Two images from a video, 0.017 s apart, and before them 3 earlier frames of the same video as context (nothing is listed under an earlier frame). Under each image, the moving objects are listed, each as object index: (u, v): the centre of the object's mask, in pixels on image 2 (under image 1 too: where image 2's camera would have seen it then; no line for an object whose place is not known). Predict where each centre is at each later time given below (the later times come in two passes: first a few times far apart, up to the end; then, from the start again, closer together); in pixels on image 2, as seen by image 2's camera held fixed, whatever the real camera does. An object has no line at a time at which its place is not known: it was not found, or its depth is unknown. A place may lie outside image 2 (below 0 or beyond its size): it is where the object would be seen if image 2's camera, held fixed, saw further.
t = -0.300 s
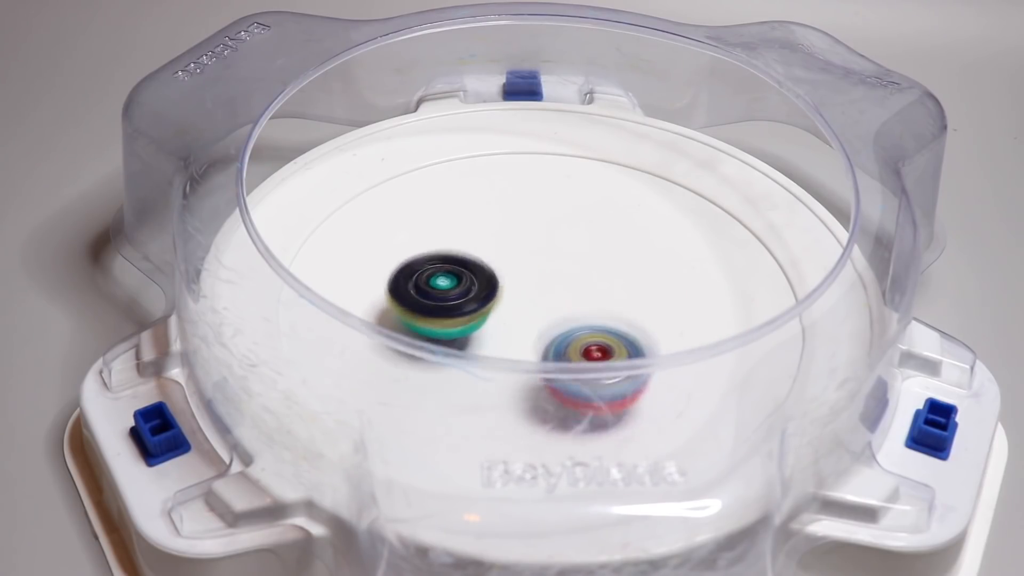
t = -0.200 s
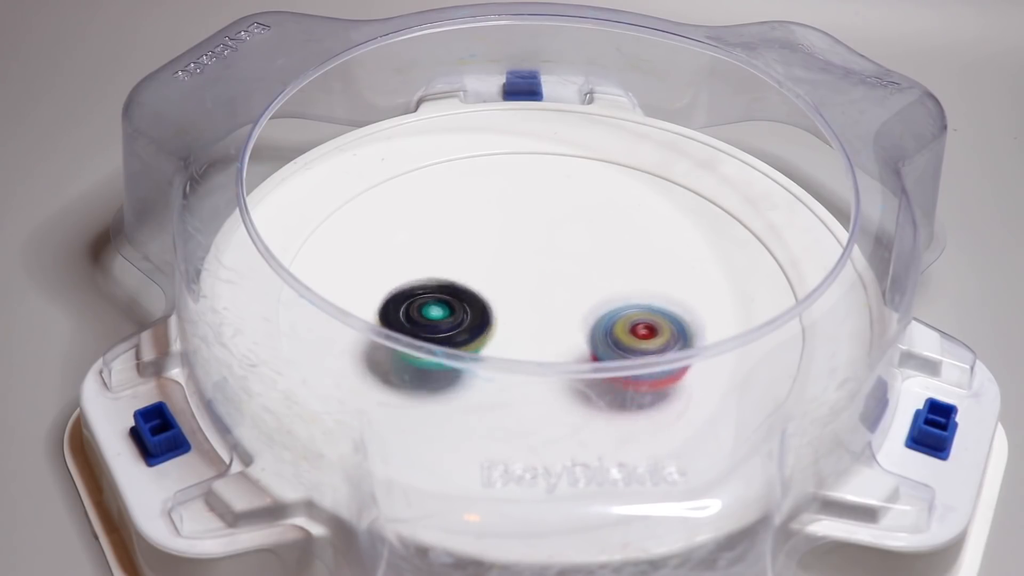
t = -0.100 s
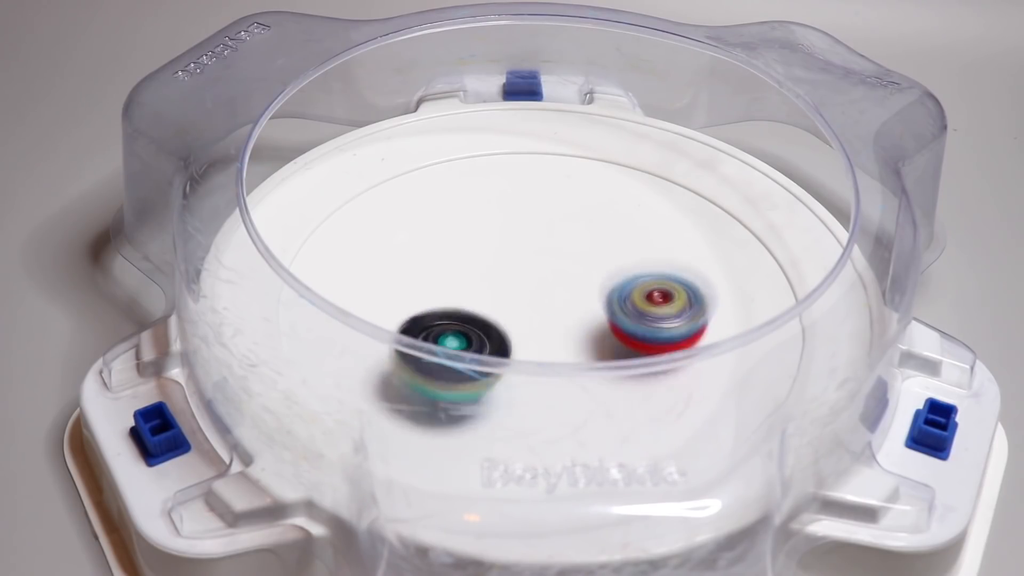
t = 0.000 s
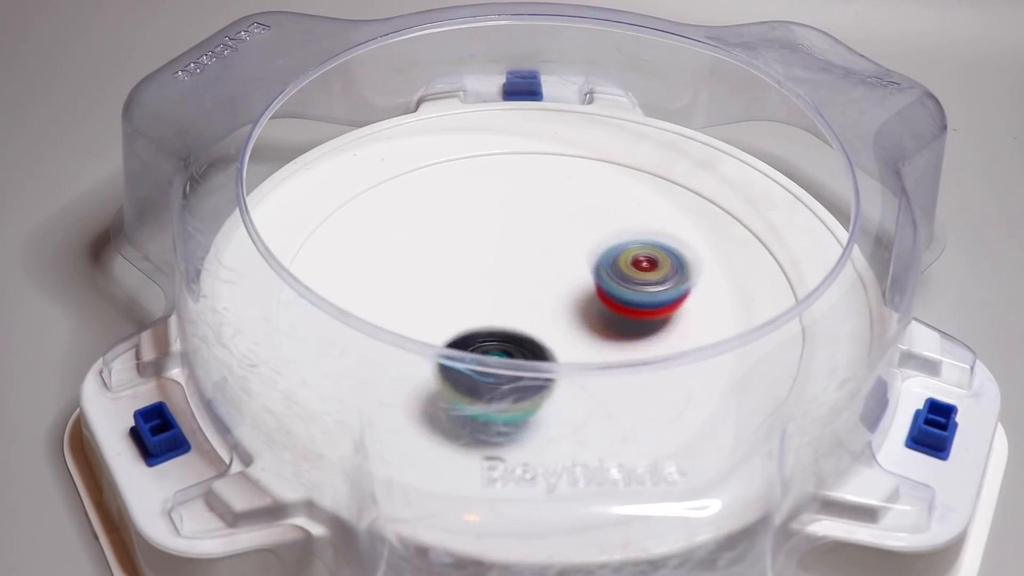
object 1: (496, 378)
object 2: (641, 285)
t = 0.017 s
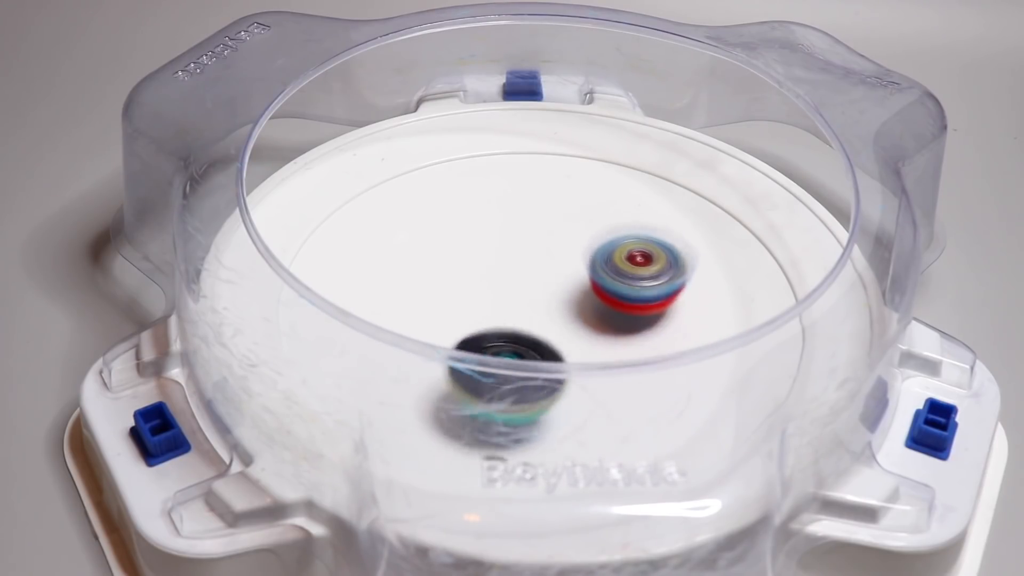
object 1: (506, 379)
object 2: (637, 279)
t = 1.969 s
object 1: (535, 254)
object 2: (526, 353)
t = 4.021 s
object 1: (653, 315)
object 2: (477, 261)
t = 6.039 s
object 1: (435, 307)
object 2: (496, 200)
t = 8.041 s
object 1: (508, 284)
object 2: (593, 405)
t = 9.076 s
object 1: (514, 339)
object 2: (349, 268)
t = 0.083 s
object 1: (545, 379)
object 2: (610, 262)
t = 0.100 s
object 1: (554, 380)
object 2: (603, 258)
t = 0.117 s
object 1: (563, 364)
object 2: (595, 254)
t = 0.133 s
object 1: (571, 364)
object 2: (586, 252)
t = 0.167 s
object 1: (584, 354)
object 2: (568, 250)
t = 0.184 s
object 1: (590, 348)
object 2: (560, 248)
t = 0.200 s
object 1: (594, 334)
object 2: (551, 247)
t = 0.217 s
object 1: (598, 332)
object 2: (542, 246)
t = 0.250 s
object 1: (606, 325)
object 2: (525, 244)
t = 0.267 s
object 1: (607, 322)
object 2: (517, 244)
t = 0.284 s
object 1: (610, 318)
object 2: (508, 246)
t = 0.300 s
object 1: (612, 313)
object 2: (499, 248)
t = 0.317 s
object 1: (611, 307)
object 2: (491, 249)
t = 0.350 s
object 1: (612, 295)
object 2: (476, 253)
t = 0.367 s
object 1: (610, 289)
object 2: (468, 256)
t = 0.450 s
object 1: (598, 262)
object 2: (440, 277)
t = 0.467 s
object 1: (595, 257)
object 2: (436, 282)
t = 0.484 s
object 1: (590, 252)
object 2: (434, 286)
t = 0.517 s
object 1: (583, 243)
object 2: (430, 295)
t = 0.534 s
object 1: (577, 238)
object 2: (429, 298)
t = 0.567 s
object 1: (568, 231)
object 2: (431, 307)
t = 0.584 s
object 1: (561, 227)
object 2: (433, 310)
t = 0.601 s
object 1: (556, 223)
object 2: (436, 314)
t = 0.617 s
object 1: (550, 221)
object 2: (441, 317)
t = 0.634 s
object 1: (544, 217)
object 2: (446, 321)
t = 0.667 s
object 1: (531, 213)
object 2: (454, 343)
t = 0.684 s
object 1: (524, 211)
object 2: (459, 349)
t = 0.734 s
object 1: (503, 208)
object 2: (480, 363)
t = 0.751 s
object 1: (495, 209)
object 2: (488, 372)
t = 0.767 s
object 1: (489, 209)
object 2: (502, 361)
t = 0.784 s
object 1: (483, 211)
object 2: (511, 362)
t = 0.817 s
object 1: (470, 215)
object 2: (530, 363)
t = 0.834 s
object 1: (464, 218)
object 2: (538, 363)
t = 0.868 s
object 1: (454, 226)
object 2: (555, 364)
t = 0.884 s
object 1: (451, 231)
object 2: (565, 363)
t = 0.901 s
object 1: (447, 236)
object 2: (572, 361)
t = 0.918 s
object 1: (445, 242)
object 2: (580, 356)
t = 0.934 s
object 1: (444, 248)
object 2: (588, 352)
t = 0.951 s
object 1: (443, 253)
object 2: (597, 346)
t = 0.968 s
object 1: (444, 259)
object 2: (603, 333)
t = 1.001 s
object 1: (447, 271)
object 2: (613, 327)
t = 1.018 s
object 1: (450, 277)
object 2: (617, 324)
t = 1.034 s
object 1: (455, 283)
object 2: (622, 320)
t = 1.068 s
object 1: (464, 295)
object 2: (628, 313)
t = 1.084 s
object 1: (471, 300)
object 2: (629, 309)
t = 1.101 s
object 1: (475, 304)
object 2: (630, 304)
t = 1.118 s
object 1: (482, 308)
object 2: (630, 298)
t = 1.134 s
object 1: (491, 312)
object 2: (629, 292)
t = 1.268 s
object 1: (553, 327)
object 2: (603, 251)
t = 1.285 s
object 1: (563, 328)
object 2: (598, 247)
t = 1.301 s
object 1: (570, 327)
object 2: (591, 244)
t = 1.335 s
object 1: (588, 329)
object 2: (578, 239)
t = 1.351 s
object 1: (594, 328)
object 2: (571, 237)
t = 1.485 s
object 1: (651, 317)
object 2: (512, 233)
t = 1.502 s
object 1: (654, 315)
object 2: (505, 234)
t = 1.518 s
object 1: (660, 312)
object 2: (497, 236)
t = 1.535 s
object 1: (666, 310)
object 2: (491, 238)
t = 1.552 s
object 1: (668, 306)
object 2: (485, 242)
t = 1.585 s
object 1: (673, 297)
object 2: (474, 249)
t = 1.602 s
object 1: (673, 293)
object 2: (470, 251)
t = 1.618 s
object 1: (673, 288)
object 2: (466, 255)
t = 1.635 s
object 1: (672, 283)
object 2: (461, 260)
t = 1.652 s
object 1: (670, 279)
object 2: (458, 266)
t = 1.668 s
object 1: (667, 274)
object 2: (455, 271)
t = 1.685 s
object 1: (663, 270)
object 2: (454, 276)
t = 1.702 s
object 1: (658, 266)
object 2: (454, 282)
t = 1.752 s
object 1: (640, 256)
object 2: (455, 297)
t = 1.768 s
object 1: (633, 255)
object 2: (457, 302)
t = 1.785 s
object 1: (624, 252)
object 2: (460, 306)
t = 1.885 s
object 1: (574, 249)
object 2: (492, 326)
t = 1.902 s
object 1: (568, 250)
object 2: (499, 328)
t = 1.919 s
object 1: (559, 251)
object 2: (505, 342)
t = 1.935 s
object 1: (551, 252)
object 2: (512, 347)
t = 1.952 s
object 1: (543, 254)
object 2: (517, 352)
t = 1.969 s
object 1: (535, 254)
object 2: (526, 353)
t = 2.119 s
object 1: (477, 278)
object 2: (601, 350)
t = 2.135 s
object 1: (472, 282)
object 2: (606, 351)
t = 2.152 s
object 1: (468, 285)
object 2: (616, 344)
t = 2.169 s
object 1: (463, 288)
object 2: (621, 341)
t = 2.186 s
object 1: (460, 292)
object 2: (626, 339)
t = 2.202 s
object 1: (456, 295)
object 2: (631, 326)
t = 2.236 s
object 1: (452, 303)
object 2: (640, 321)
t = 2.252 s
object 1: (449, 306)
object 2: (644, 318)
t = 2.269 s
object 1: (448, 308)
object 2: (645, 315)
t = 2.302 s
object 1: (448, 313)
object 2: (648, 308)
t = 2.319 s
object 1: (449, 316)
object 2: (647, 306)
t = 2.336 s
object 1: (450, 318)
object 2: (646, 301)
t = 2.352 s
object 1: (453, 321)
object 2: (645, 296)
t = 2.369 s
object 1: (457, 324)
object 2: (643, 290)
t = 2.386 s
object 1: (457, 336)
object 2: (639, 287)
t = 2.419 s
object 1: (468, 346)
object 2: (632, 280)
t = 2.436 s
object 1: (472, 350)
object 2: (628, 275)
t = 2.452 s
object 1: (479, 353)
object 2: (622, 271)
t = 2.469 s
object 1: (486, 355)
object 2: (617, 267)
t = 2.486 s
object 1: (494, 358)
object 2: (611, 266)
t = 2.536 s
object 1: (517, 357)
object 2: (591, 258)
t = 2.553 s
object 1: (526, 357)
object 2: (584, 256)
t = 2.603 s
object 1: (547, 349)
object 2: (563, 253)
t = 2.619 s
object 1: (555, 345)
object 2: (555, 252)
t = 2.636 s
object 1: (562, 335)
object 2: (547, 252)
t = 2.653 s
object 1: (565, 332)
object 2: (539, 253)
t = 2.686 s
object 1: (577, 327)
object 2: (525, 254)
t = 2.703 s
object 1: (578, 325)
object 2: (518, 255)
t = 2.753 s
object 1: (589, 315)
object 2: (498, 264)
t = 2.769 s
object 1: (593, 311)
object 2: (492, 266)
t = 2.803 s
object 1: (595, 300)
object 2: (480, 271)
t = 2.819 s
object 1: (596, 296)
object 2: (476, 275)
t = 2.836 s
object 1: (596, 291)
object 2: (471, 279)
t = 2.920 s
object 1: (592, 267)
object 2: (457, 299)
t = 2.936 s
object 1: (591, 262)
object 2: (456, 303)
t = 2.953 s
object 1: (588, 257)
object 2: (457, 306)
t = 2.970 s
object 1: (586, 253)
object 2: (457, 309)
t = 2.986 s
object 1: (584, 249)
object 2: (458, 312)
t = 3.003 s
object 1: (579, 245)
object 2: (460, 315)
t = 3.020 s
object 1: (577, 241)
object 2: (463, 318)
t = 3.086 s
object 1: (560, 227)
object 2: (478, 329)
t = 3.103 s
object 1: (556, 224)
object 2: (482, 341)
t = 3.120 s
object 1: (551, 222)
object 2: (488, 345)
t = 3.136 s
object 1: (545, 220)
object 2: (493, 350)
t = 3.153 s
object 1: (540, 218)
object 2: (500, 351)
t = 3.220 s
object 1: (515, 215)
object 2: (528, 359)
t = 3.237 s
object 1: (510, 216)
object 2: (536, 359)
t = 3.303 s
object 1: (488, 225)
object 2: (565, 355)
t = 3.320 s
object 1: (485, 228)
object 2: (568, 357)
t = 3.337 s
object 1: (481, 233)
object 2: (575, 354)
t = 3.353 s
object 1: (478, 237)
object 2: (584, 346)
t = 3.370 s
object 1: (477, 242)
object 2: (587, 345)
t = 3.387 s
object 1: (474, 247)
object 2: (592, 331)
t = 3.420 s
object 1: (474, 257)
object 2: (602, 326)
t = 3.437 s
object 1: (474, 263)
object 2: (605, 324)
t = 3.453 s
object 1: (476, 268)
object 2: (608, 320)
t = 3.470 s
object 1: (476, 273)
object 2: (610, 318)
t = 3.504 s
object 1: (482, 283)
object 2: (612, 311)
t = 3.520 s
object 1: (485, 289)
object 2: (612, 307)
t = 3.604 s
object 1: (506, 311)
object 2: (605, 285)
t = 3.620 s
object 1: (513, 314)
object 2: (602, 281)
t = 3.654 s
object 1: (523, 319)
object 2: (597, 271)
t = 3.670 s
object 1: (531, 321)
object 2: (594, 265)
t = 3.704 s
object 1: (542, 324)
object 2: (584, 257)
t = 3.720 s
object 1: (548, 325)
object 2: (578, 254)
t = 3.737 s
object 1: (555, 327)
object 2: (572, 252)
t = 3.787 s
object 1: (577, 330)
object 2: (555, 249)
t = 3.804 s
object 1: (583, 330)
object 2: (548, 248)
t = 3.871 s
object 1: (610, 330)
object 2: (524, 245)
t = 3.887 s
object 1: (616, 329)
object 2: (517, 246)
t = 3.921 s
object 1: (629, 327)
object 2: (506, 248)
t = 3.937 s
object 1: (634, 326)
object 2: (500, 249)
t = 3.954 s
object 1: (640, 324)
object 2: (494, 250)
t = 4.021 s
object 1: (653, 315)
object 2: (477, 261)
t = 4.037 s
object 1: (656, 313)
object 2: (473, 265)
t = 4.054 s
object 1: (655, 309)
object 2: (470, 269)
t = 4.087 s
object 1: (654, 301)
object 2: (466, 275)
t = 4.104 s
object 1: (652, 297)
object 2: (465, 280)
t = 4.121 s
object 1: (650, 293)
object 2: (464, 285)
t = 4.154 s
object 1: (641, 285)
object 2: (465, 293)
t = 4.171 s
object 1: (635, 281)
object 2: (466, 298)
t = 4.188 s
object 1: (630, 279)
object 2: (468, 302)
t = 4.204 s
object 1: (624, 276)
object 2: (471, 304)
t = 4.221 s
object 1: (617, 274)
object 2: (474, 308)
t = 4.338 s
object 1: (569, 262)
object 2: (512, 326)
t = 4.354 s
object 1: (562, 262)
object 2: (516, 327)
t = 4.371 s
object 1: (556, 260)
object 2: (518, 343)
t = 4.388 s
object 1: (551, 259)
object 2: (521, 348)
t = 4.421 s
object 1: (539, 256)
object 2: (528, 356)
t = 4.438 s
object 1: (533, 255)
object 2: (536, 357)
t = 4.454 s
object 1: (526, 255)
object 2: (543, 361)
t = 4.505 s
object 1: (506, 254)
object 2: (560, 363)
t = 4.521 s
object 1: (500, 254)
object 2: (567, 364)
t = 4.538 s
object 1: (494, 255)
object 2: (572, 365)
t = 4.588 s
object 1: (477, 259)
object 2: (590, 364)
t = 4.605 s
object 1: (471, 261)
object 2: (597, 362)
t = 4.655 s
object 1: (458, 269)
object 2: (611, 357)
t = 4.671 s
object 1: (456, 272)
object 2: (614, 355)
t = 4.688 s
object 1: (452, 276)
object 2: (618, 352)
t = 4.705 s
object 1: (451, 280)
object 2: (621, 349)
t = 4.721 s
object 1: (449, 284)
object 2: (622, 345)
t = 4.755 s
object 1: (450, 292)
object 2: (625, 329)
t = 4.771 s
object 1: (452, 296)
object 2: (624, 327)
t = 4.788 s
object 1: (455, 301)
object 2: (624, 324)
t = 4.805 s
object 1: (457, 304)
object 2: (623, 323)
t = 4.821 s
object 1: (462, 308)
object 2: (622, 320)
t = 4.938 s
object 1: (505, 322)
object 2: (599, 302)
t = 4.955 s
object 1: (507, 323)
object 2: (597, 298)
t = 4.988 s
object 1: (506, 326)
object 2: (600, 286)
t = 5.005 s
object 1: (507, 327)
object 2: (600, 278)
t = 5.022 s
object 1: (509, 328)
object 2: (598, 272)
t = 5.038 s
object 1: (511, 330)
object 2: (596, 260)
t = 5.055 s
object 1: (516, 331)
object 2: (591, 252)
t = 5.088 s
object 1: (522, 342)
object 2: (575, 242)
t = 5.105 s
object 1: (525, 343)
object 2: (566, 236)
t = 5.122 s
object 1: (530, 343)
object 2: (554, 231)
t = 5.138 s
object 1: (535, 343)
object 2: (542, 228)
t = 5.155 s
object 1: (542, 334)
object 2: (530, 225)
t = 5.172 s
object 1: (546, 333)
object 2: (517, 224)
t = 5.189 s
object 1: (551, 333)
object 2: (504, 224)
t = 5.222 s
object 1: (559, 330)
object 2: (478, 229)
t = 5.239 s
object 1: (563, 328)
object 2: (466, 234)
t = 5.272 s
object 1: (567, 324)
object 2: (448, 246)
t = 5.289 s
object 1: (567, 322)
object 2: (441, 255)
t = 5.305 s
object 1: (569, 319)
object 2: (436, 264)
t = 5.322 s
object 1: (569, 316)
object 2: (433, 274)
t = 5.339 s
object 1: (570, 312)
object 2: (432, 285)
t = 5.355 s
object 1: (569, 307)
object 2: (435, 295)
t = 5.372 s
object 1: (569, 303)
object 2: (440, 304)
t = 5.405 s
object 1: (566, 295)
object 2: (459, 318)
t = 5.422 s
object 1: (568, 291)
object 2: (468, 333)
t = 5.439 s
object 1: (567, 287)
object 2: (478, 340)
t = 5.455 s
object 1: (567, 283)
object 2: (490, 349)
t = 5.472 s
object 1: (565, 279)
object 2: (504, 354)
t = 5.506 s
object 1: (561, 271)
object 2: (532, 379)
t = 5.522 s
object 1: (560, 268)
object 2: (550, 380)
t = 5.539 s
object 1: (557, 264)
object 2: (566, 380)
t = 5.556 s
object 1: (555, 260)
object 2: (585, 364)
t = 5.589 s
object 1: (549, 253)
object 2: (618, 363)
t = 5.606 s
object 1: (545, 250)
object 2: (631, 358)
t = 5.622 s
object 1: (542, 247)
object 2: (644, 351)
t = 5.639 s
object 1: (539, 244)
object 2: (653, 341)
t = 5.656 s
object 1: (534, 241)
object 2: (662, 323)
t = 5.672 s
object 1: (530, 239)
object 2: (669, 317)
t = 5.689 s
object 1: (525, 237)
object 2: (674, 309)
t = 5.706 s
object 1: (521, 236)
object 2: (676, 302)
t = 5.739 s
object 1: (511, 235)
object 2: (671, 282)
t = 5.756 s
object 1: (506, 235)
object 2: (667, 272)
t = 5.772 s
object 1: (502, 235)
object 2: (659, 262)
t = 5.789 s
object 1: (497, 236)
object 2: (651, 253)
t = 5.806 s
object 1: (494, 238)
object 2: (641, 244)
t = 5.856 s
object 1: (484, 245)
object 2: (602, 227)
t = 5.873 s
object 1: (483, 249)
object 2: (587, 222)
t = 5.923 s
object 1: (477, 262)
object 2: (546, 213)
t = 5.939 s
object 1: (468, 270)
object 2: (539, 209)
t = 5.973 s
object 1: (451, 286)
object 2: (528, 204)
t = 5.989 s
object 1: (445, 293)
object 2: (520, 201)
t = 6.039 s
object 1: (435, 307)
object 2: (496, 200)
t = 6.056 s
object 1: (434, 310)
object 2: (488, 202)
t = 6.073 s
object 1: (434, 313)
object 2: (480, 206)
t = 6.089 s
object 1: (435, 315)
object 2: (473, 212)
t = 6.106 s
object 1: (435, 317)
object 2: (468, 217)
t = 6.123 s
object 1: (433, 328)
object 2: (463, 225)
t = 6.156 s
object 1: (433, 338)
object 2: (461, 242)
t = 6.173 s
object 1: (433, 343)
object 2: (463, 252)
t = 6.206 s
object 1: (435, 346)
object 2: (473, 269)
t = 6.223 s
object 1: (437, 361)
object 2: (481, 278)
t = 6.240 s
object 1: (436, 362)
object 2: (490, 286)
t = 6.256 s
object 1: (441, 364)
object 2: (501, 295)
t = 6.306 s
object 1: (451, 375)
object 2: (538, 314)
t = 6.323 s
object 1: (457, 378)
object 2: (552, 316)
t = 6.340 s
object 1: (461, 381)
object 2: (568, 319)
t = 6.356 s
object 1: (468, 384)
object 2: (581, 319)
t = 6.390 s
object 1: (482, 388)
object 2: (612, 319)
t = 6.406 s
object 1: (488, 389)
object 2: (626, 317)
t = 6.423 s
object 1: (496, 389)
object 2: (640, 315)
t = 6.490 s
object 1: (525, 382)
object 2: (684, 297)
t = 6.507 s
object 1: (531, 379)
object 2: (693, 290)
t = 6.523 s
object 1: (538, 378)
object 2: (698, 281)
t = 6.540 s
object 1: (543, 365)
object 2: (703, 274)
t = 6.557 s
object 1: (549, 364)
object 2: (704, 264)
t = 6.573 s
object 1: (554, 363)
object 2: (703, 256)
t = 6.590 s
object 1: (559, 359)
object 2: (700, 247)
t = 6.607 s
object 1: (564, 355)
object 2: (695, 239)
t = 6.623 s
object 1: (569, 350)
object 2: (688, 232)
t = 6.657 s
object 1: (576, 334)
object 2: (667, 223)
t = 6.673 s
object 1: (579, 332)
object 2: (654, 220)
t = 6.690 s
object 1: (583, 330)
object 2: (641, 220)
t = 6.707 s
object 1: (585, 328)
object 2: (627, 219)
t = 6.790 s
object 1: (600, 315)
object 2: (559, 233)
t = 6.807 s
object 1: (603, 312)
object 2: (548, 241)
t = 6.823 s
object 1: (606, 309)
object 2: (535, 250)
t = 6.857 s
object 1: (611, 301)
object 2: (517, 266)
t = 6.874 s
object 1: (612, 297)
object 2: (508, 275)
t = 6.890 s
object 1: (615, 293)
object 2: (502, 285)
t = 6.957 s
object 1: (622, 277)
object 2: (487, 316)
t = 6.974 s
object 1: (623, 273)
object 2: (488, 322)
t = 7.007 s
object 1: (626, 265)
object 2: (490, 346)
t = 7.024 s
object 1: (627, 261)
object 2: (493, 358)
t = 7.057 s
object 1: (629, 254)
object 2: (500, 384)
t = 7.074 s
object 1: (630, 250)
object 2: (507, 394)
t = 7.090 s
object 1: (630, 247)
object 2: (516, 408)
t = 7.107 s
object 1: (630, 243)
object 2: (528, 409)
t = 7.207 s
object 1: (625, 222)
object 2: (618, 418)
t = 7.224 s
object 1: (622, 219)
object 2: (632, 416)
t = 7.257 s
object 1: (615, 215)
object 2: (660, 413)
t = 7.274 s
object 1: (612, 213)
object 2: (670, 410)
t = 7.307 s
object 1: (602, 212)
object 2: (690, 389)
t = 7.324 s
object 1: (597, 212)
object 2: (697, 379)
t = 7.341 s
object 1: (592, 212)
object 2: (696, 369)
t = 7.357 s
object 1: (586, 214)
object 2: (696, 360)
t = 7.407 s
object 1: (571, 220)
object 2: (682, 320)
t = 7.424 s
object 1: (566, 223)
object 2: (677, 316)
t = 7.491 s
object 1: (548, 236)
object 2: (638, 293)
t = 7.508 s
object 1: (534, 232)
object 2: (639, 293)
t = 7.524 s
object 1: (512, 221)
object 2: (643, 299)
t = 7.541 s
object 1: (492, 213)
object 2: (646, 305)
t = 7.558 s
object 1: (473, 209)
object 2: (648, 308)
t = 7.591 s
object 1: (439, 186)
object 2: (648, 312)
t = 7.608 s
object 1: (421, 181)
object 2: (649, 312)
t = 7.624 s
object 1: (404, 179)
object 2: (648, 315)
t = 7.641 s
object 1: (391, 175)
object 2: (647, 316)
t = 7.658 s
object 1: (380, 168)
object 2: (646, 318)
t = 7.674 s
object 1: (370, 165)
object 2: (645, 318)
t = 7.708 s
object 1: (356, 167)
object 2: (642, 321)
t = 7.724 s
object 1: (355, 169)
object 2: (640, 323)
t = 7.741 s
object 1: (355, 176)
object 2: (638, 323)
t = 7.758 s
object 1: (357, 182)
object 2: (634, 325)
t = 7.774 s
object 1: (360, 187)
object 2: (631, 326)
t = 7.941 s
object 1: (453, 273)
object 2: (589, 336)
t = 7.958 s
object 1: (466, 280)
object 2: (586, 347)
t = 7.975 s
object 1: (480, 289)
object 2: (581, 349)
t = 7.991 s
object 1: (492, 296)
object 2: (571, 358)
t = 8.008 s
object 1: (503, 299)
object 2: (573, 356)
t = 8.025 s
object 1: (507, 297)
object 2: (581, 384)
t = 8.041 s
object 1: (508, 284)
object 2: (593, 405)
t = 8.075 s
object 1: (512, 258)
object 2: (611, 421)
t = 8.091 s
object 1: (515, 246)
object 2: (619, 426)
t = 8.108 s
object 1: (519, 240)
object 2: (623, 448)
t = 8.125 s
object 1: (521, 232)
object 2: (629, 448)
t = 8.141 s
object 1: (524, 223)
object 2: (630, 450)
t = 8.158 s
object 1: (528, 219)
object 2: (629, 450)
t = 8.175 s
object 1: (531, 215)
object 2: (630, 449)
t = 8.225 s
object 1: (543, 209)
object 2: (628, 440)
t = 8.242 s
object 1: (548, 210)
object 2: (624, 436)
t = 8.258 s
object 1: (549, 212)
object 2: (625, 421)
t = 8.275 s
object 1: (553, 213)
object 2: (621, 419)
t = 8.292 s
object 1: (554, 216)
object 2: (618, 417)
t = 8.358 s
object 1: (562, 226)
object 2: (602, 403)
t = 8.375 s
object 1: (563, 229)
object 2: (596, 387)
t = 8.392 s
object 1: (563, 235)
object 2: (590, 383)
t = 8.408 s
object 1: (566, 238)
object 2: (583, 379)
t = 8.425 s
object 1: (566, 243)
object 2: (575, 379)
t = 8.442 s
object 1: (566, 246)
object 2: (567, 363)
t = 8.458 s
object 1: (567, 250)
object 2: (556, 363)
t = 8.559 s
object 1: (568, 277)
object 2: (500, 343)
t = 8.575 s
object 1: (572, 280)
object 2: (492, 327)
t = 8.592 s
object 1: (575, 290)
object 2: (474, 326)
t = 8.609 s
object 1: (580, 295)
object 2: (456, 323)
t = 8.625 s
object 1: (584, 298)
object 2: (444, 321)
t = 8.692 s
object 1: (592, 319)
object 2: (405, 309)
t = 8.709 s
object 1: (593, 322)
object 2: (397, 306)
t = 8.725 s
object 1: (594, 325)
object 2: (390, 304)
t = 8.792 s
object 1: (588, 334)
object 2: (360, 290)
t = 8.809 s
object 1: (587, 336)
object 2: (356, 286)
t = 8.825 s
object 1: (585, 337)
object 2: (346, 290)
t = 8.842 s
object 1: (581, 339)
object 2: (340, 287)
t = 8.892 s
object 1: (570, 342)
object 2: (327, 279)
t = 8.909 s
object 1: (564, 350)
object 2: (325, 277)
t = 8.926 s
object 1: (560, 351)
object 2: (322, 275)
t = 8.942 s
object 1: (553, 352)
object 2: (318, 275)
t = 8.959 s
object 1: (550, 353)
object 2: (318, 272)
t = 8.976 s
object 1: (546, 344)
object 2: (318, 272)
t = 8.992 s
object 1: (541, 341)
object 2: (321, 267)
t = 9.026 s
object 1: (531, 343)
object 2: (333, 264)
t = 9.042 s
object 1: (525, 340)
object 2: (338, 264)
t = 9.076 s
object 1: (514, 339)
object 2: (349, 268)
